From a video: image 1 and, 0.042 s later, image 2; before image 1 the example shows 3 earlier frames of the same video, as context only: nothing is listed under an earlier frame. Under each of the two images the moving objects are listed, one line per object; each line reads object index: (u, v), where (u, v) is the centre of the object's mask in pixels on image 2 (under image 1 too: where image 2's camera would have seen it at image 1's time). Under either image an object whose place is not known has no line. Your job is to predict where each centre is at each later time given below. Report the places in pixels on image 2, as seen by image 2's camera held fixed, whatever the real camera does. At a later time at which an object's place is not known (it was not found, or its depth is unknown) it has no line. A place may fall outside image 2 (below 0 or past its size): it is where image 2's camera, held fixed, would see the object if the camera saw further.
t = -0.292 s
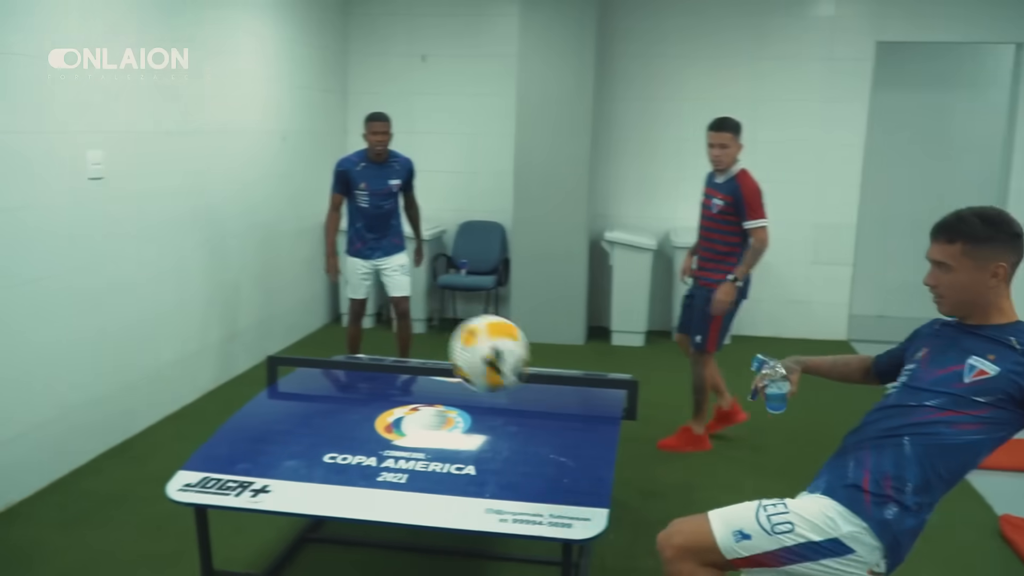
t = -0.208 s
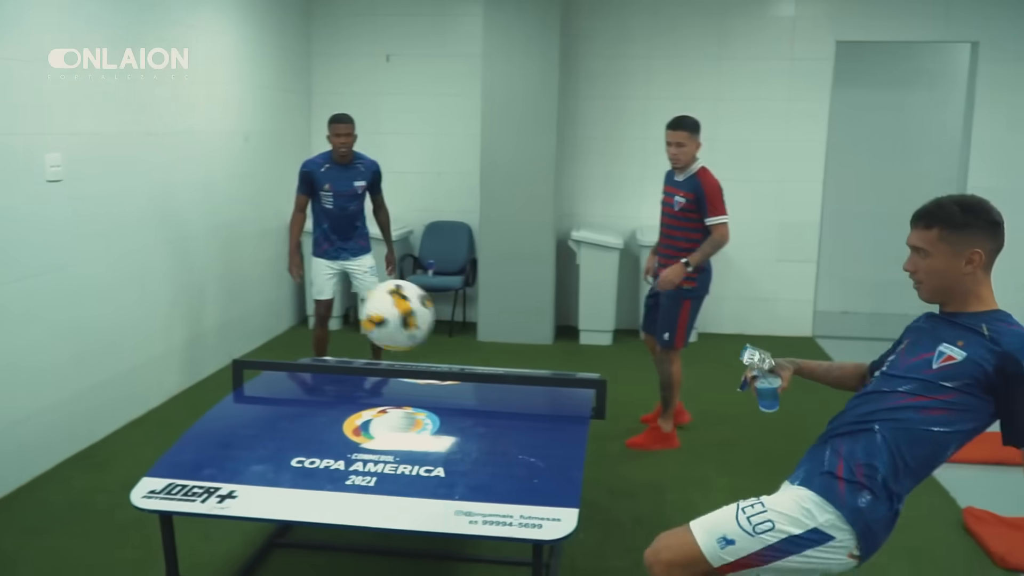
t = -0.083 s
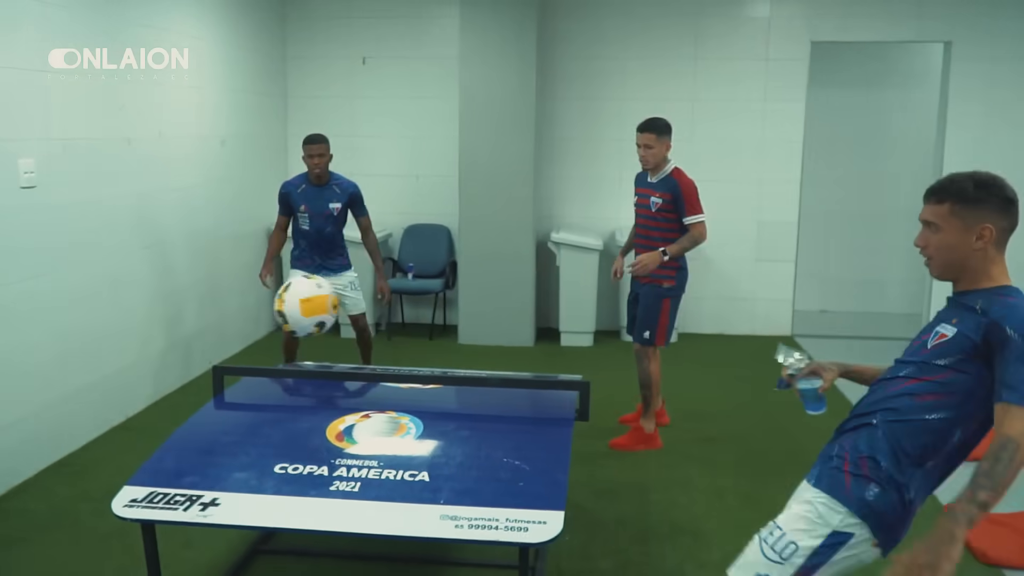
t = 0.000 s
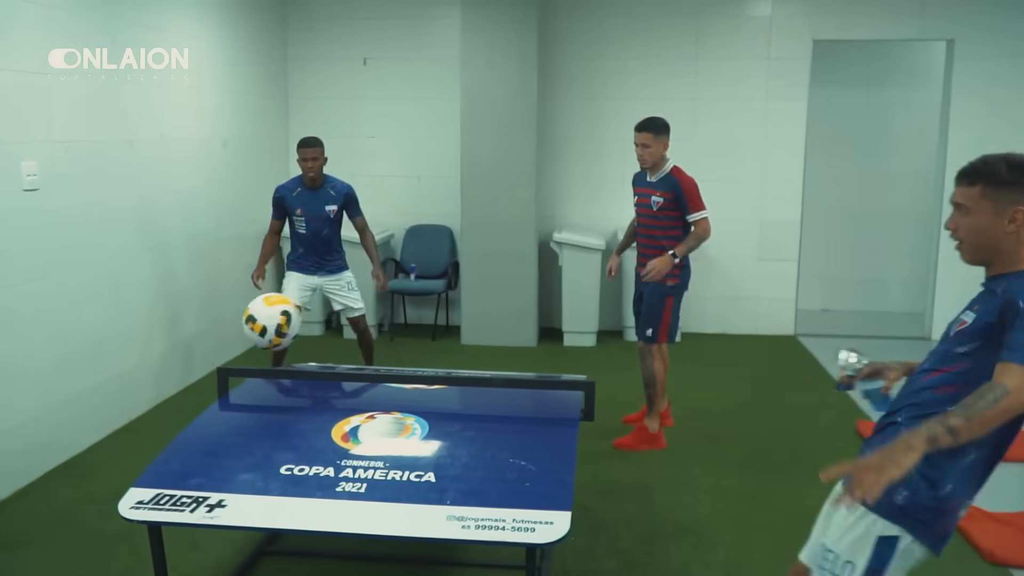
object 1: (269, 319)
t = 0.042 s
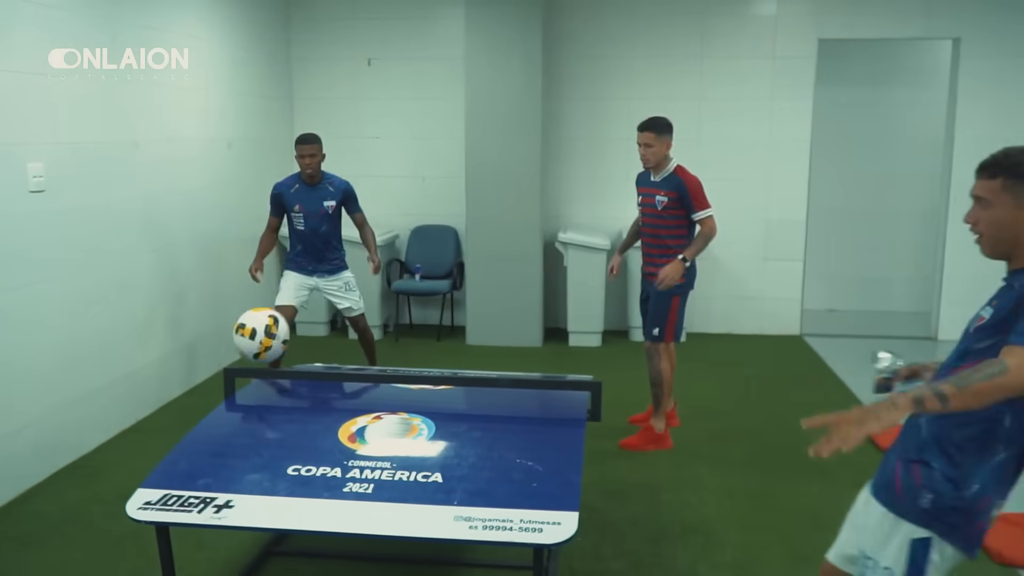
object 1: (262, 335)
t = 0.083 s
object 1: (256, 348)
